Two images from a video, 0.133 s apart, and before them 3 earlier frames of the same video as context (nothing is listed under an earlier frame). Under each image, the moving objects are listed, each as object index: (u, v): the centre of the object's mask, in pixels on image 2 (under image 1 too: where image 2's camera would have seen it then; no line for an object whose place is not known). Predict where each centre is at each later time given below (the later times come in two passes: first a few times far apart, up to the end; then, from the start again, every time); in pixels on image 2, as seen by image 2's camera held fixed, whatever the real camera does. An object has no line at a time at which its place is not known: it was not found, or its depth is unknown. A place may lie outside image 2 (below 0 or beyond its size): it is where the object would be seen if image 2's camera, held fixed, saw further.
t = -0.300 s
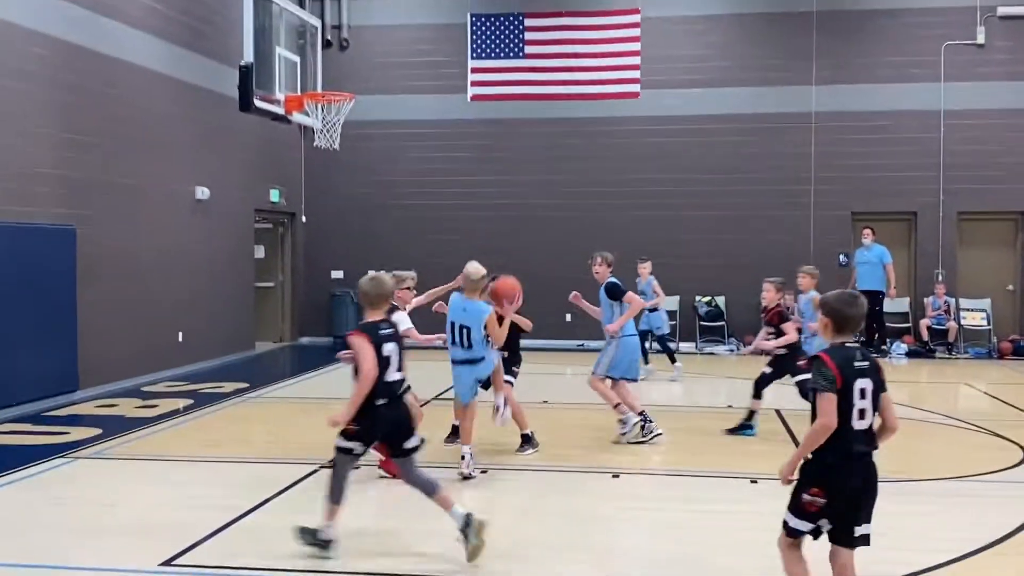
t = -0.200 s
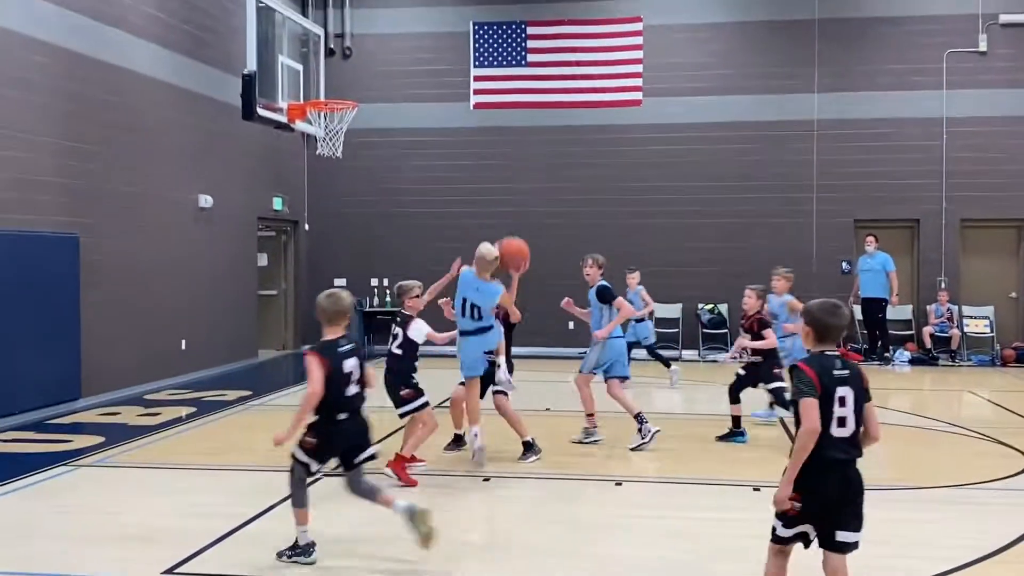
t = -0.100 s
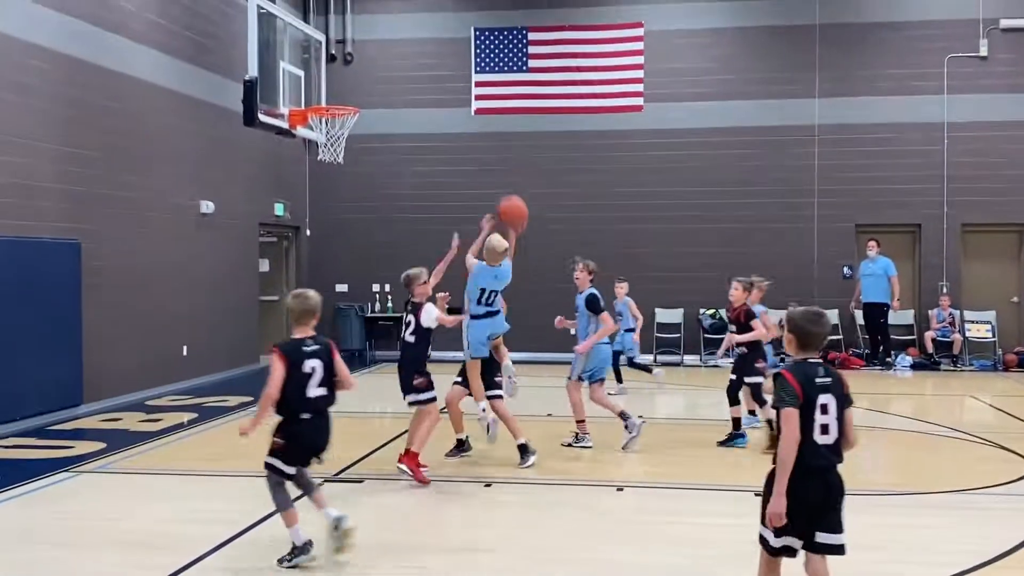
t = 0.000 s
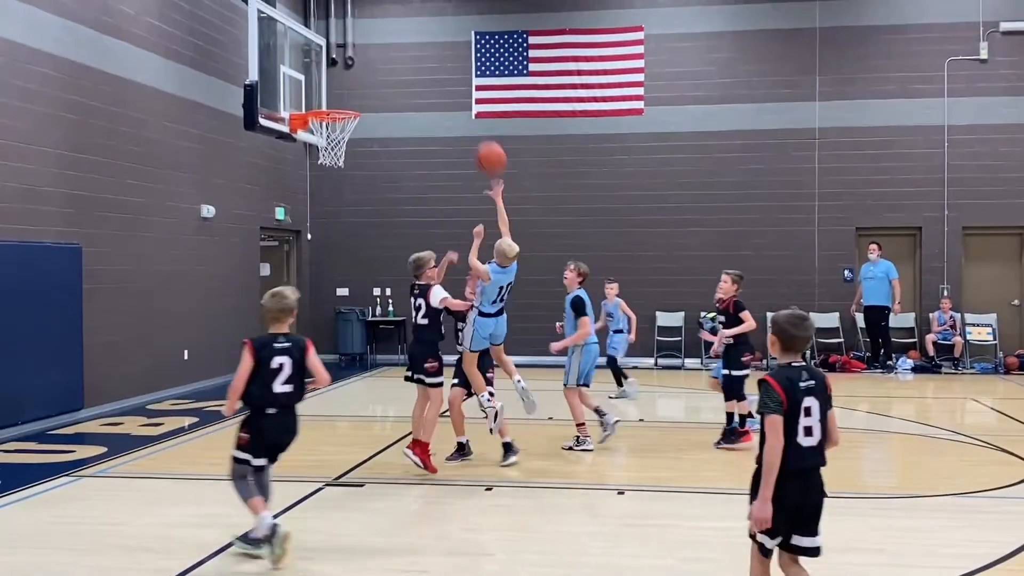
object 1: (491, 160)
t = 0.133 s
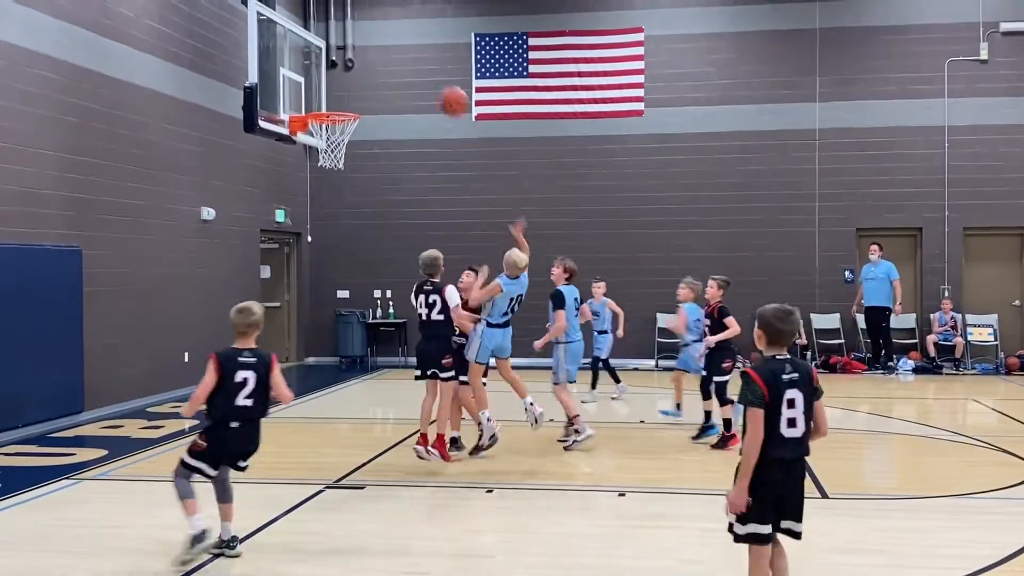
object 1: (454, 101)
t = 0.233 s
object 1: (428, 75)
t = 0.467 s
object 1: (374, 61)
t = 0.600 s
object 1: (347, 81)
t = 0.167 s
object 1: (445, 92)
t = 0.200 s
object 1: (437, 82)
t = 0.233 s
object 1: (428, 75)
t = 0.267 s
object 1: (420, 69)
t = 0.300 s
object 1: (412, 65)
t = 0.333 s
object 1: (404, 61)
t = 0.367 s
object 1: (396, 59)
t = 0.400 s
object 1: (388, 58)
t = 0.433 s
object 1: (382, 59)
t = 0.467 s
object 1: (374, 61)
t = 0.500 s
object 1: (367, 64)
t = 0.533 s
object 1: (360, 68)
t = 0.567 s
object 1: (354, 74)
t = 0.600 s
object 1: (347, 81)
